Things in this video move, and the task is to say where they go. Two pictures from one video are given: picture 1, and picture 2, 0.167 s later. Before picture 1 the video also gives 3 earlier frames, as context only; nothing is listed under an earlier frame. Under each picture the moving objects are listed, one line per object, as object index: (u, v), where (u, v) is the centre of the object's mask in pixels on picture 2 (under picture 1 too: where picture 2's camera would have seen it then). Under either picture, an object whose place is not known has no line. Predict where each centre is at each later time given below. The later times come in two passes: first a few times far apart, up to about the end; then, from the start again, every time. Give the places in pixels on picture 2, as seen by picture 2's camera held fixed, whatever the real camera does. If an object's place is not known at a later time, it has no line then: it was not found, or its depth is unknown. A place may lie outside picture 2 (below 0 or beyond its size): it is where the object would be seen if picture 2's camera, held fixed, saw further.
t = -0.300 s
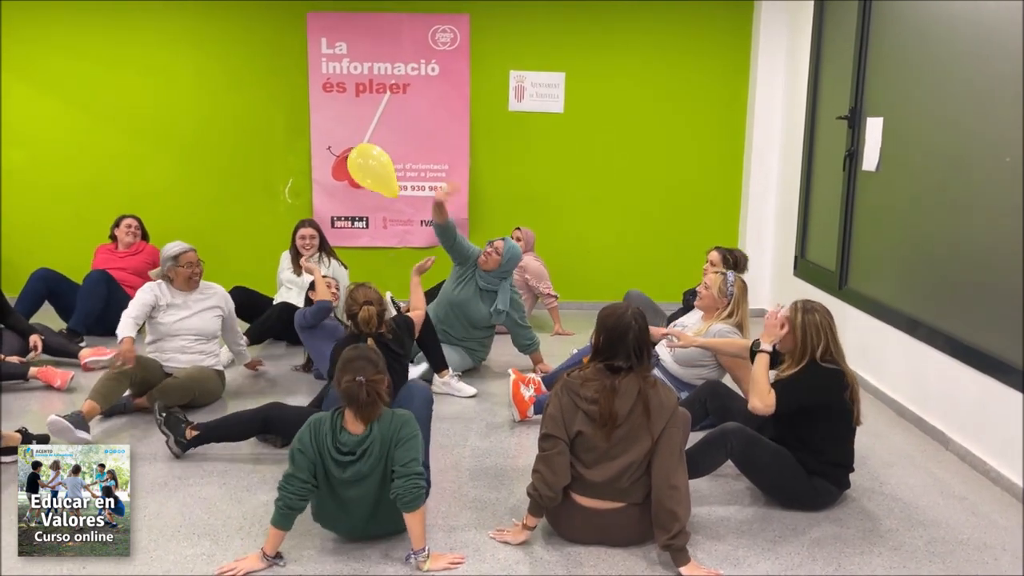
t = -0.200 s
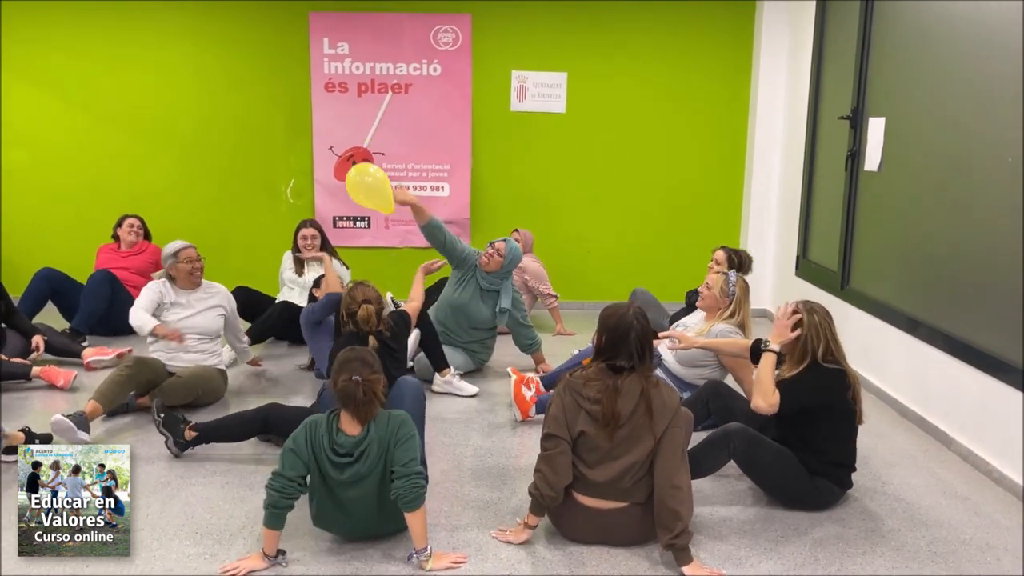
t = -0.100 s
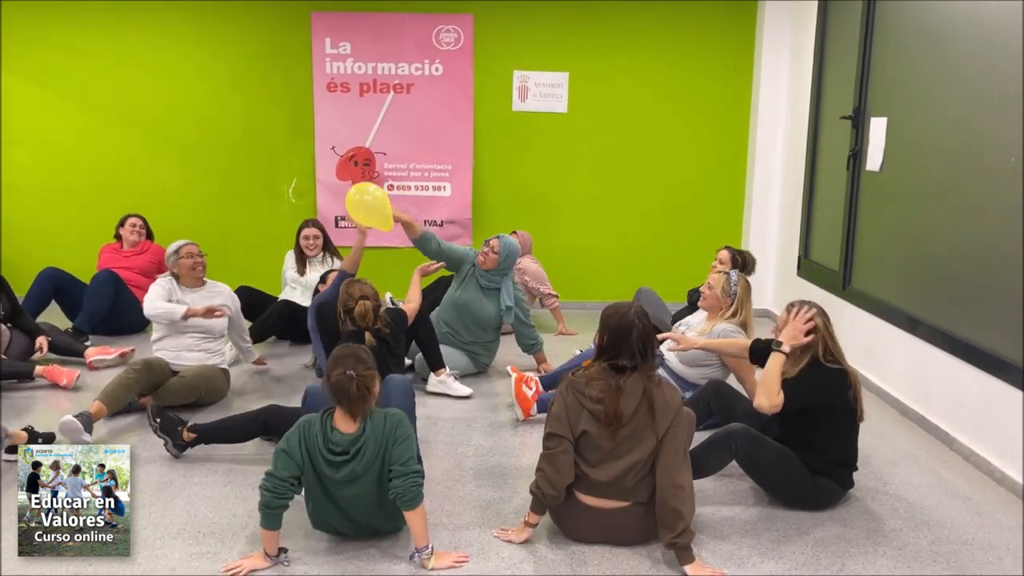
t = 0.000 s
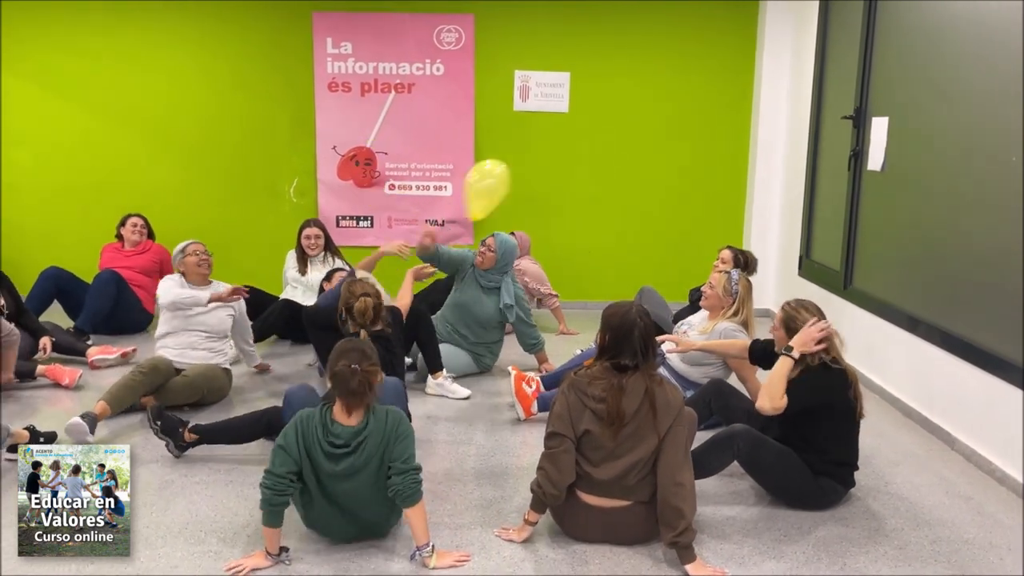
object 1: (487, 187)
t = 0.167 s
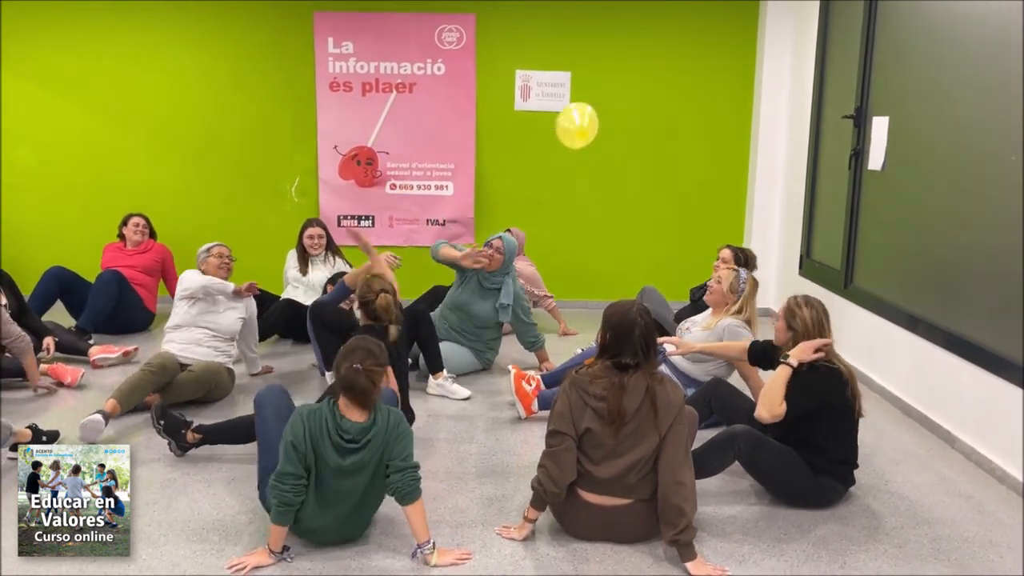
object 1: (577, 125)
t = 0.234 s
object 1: (586, 109)
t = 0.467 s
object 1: (604, 76)
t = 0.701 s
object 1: (613, 69)
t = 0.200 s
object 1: (582, 116)
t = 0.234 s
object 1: (586, 109)
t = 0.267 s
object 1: (589, 103)
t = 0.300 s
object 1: (593, 97)
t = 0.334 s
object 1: (595, 92)
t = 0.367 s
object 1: (598, 87)
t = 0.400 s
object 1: (601, 83)
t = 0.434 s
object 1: (603, 80)
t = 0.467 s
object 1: (604, 76)
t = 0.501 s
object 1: (606, 74)
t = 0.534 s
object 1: (607, 72)
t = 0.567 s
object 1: (608, 71)
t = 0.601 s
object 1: (609, 70)
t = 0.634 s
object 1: (611, 69)
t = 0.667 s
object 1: (612, 69)
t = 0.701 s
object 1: (613, 69)
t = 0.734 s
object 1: (614, 69)
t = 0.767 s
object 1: (615, 69)
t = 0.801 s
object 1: (616, 70)
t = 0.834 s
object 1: (617, 72)
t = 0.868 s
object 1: (618, 73)
